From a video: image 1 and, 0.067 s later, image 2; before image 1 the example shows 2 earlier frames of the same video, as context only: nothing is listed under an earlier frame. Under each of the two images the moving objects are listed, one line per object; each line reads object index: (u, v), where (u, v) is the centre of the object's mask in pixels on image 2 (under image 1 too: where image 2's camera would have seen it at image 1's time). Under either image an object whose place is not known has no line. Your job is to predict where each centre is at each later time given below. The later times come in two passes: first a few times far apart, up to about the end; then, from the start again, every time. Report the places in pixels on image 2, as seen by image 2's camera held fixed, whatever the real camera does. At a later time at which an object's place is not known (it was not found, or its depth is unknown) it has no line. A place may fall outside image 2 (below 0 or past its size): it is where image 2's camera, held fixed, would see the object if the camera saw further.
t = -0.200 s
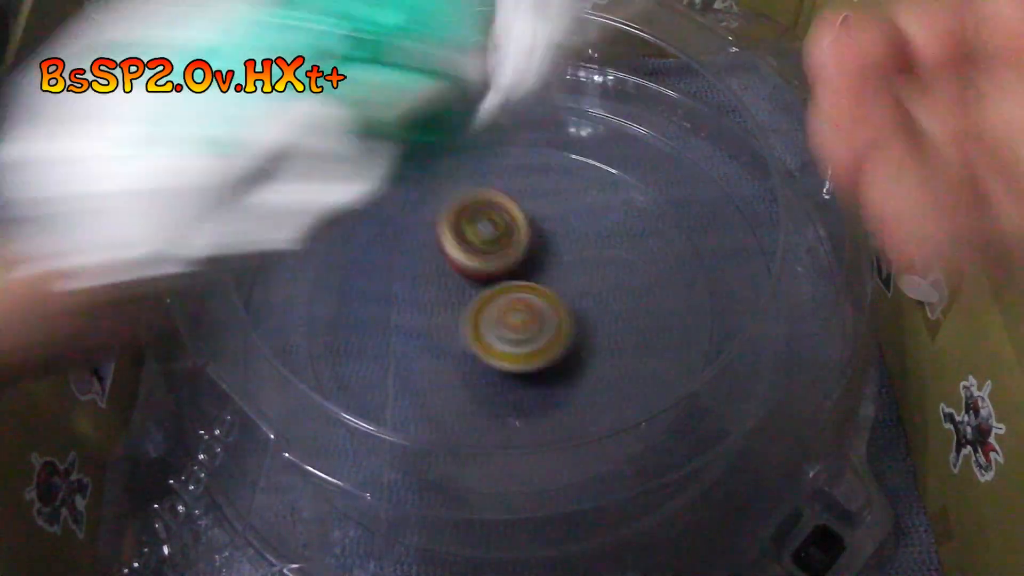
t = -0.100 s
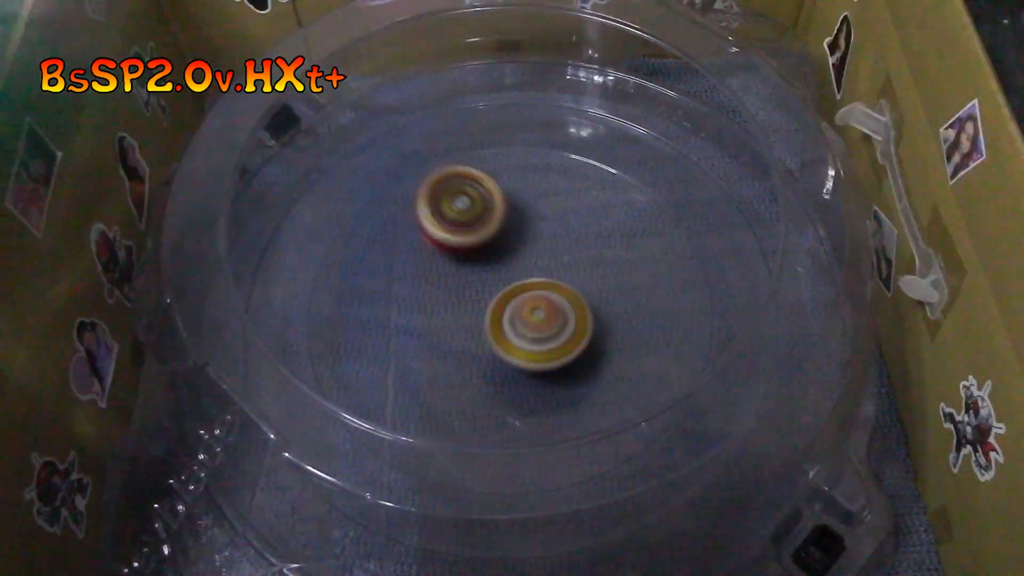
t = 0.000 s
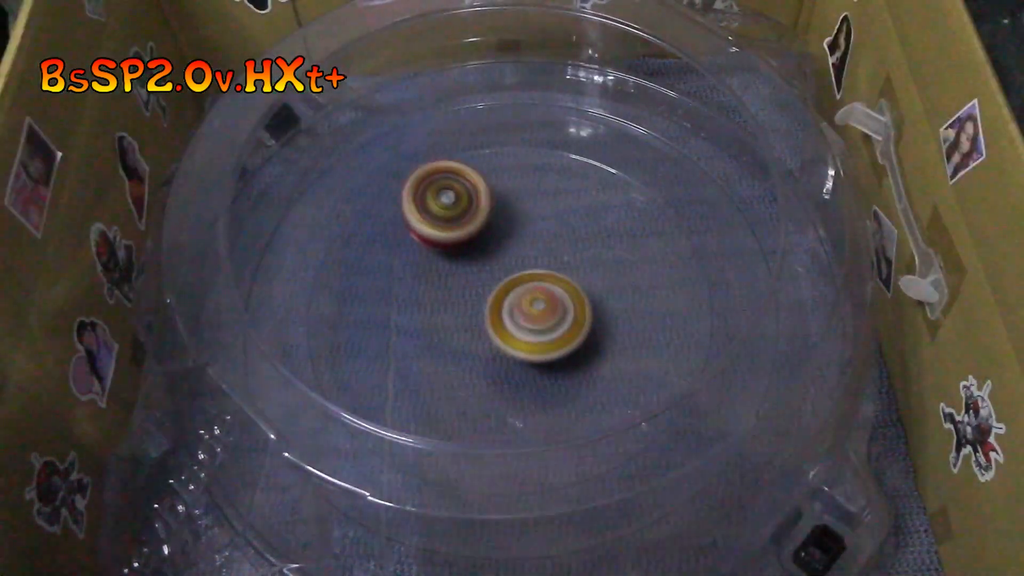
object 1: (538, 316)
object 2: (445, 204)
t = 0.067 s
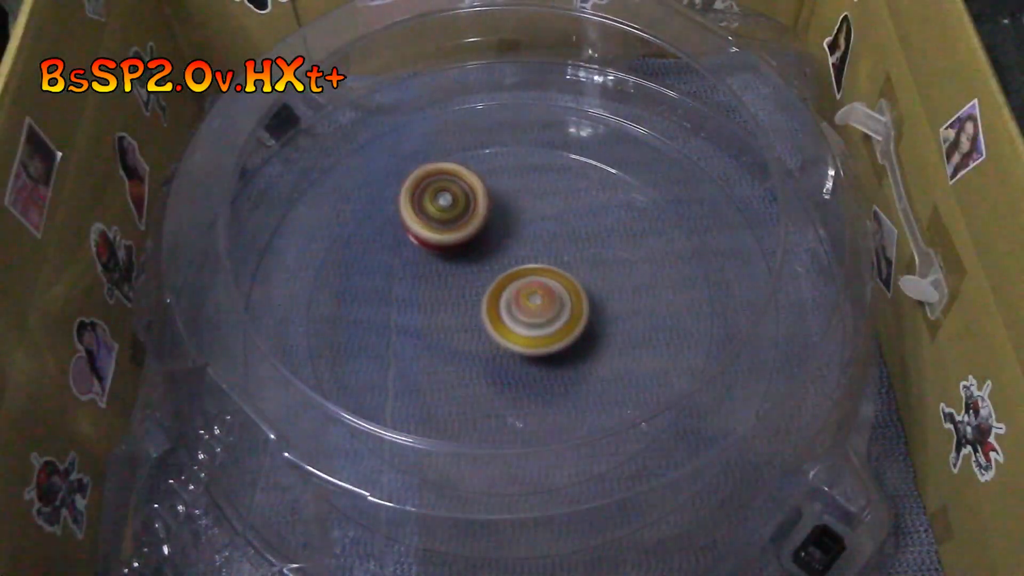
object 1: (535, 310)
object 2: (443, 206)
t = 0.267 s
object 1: (522, 314)
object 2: (454, 234)
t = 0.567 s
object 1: (493, 338)
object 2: (524, 218)
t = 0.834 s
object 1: (454, 296)
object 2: (629, 284)
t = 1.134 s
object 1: (559, 264)
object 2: (543, 368)
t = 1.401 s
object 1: (531, 333)
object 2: (434, 327)
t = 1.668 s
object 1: (513, 333)
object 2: (423, 284)
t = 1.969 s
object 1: (514, 332)
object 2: (439, 241)
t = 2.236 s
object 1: (538, 335)
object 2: (456, 286)
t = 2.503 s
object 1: (505, 358)
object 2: (515, 268)
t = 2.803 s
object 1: (459, 328)
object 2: (515, 265)
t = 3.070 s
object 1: (464, 303)
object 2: (548, 291)
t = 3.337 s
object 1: (463, 287)
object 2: (548, 304)
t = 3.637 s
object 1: (468, 284)
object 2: (540, 331)
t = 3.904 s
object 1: (469, 276)
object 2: (528, 336)
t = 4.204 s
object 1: (472, 274)
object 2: (528, 335)
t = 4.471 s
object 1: (472, 275)
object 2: (527, 336)
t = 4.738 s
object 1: (472, 275)
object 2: (527, 336)
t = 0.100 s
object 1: (525, 298)
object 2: (446, 225)
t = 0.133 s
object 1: (520, 307)
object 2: (444, 232)
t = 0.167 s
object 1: (521, 316)
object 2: (439, 234)
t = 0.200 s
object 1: (516, 310)
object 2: (446, 242)
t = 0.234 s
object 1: (522, 324)
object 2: (443, 227)
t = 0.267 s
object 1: (522, 314)
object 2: (454, 234)
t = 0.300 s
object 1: (532, 328)
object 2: (458, 225)
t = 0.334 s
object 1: (530, 317)
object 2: (470, 240)
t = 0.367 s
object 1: (531, 324)
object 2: (480, 244)
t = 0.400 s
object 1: (530, 328)
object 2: (488, 245)
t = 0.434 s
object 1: (536, 352)
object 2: (485, 207)
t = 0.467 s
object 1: (534, 340)
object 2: (492, 220)
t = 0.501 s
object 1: (527, 328)
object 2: (505, 239)
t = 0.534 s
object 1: (511, 337)
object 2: (515, 228)
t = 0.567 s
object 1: (493, 338)
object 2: (524, 218)
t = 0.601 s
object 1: (494, 324)
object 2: (526, 236)
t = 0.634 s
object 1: (481, 317)
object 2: (543, 243)
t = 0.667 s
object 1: (468, 315)
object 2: (591, 230)
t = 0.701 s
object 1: (486, 307)
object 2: (589, 233)
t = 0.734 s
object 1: (503, 298)
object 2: (587, 241)
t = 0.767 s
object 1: (489, 290)
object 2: (612, 242)
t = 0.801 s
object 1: (494, 291)
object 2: (611, 256)
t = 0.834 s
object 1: (454, 296)
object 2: (629, 284)
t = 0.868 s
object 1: (457, 331)
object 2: (631, 307)
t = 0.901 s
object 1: (495, 347)
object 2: (614, 320)
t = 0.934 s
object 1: (482, 336)
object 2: (606, 328)
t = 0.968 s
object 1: (478, 324)
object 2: (588, 331)
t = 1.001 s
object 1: (470, 314)
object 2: (580, 331)
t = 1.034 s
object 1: (473, 304)
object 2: (566, 324)
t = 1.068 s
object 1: (489, 271)
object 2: (579, 341)
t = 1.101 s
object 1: (520, 265)
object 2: (574, 338)
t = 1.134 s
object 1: (559, 264)
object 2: (543, 368)
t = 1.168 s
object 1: (589, 278)
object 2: (524, 358)
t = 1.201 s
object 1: (600, 279)
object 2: (494, 360)
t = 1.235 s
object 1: (583, 300)
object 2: (467, 334)
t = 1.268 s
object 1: (548, 327)
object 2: (444, 324)
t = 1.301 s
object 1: (546, 329)
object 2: (437, 324)
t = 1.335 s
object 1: (540, 331)
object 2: (435, 325)
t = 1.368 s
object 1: (535, 333)
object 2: (434, 327)
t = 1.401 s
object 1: (531, 333)
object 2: (434, 327)
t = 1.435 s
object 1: (531, 333)
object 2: (434, 328)
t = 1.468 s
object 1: (531, 332)
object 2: (434, 326)
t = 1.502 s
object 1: (528, 334)
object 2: (431, 320)
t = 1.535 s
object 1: (526, 335)
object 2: (430, 314)
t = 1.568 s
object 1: (526, 337)
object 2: (423, 303)
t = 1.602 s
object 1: (521, 337)
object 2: (420, 295)
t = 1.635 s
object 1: (516, 336)
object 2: (420, 289)
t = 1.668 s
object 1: (513, 333)
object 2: (423, 284)
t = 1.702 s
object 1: (506, 330)
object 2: (427, 280)
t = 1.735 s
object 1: (505, 330)
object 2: (428, 274)
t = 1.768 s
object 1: (505, 328)
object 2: (430, 268)
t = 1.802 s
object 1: (502, 326)
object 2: (433, 264)
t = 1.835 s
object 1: (504, 324)
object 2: (436, 261)
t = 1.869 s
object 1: (504, 323)
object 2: (438, 258)
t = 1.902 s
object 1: (505, 320)
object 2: (440, 256)
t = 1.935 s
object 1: (508, 321)
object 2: (442, 255)
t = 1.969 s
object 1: (514, 332)
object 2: (439, 241)
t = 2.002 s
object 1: (521, 338)
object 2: (435, 231)
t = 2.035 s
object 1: (526, 339)
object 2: (433, 227)
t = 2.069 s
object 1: (532, 338)
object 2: (432, 227)
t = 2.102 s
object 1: (537, 338)
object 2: (432, 231)
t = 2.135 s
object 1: (539, 338)
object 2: (434, 239)
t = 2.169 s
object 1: (539, 337)
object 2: (438, 253)
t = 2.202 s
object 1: (539, 336)
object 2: (446, 268)
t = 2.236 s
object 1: (538, 335)
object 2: (456, 286)
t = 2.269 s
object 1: (542, 337)
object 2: (463, 297)
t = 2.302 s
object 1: (547, 342)
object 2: (469, 302)
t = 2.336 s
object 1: (545, 347)
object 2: (478, 298)
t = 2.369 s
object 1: (539, 353)
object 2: (486, 294)
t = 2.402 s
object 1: (529, 357)
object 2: (494, 288)
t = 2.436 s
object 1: (521, 358)
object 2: (501, 283)
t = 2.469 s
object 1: (514, 358)
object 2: (508, 275)
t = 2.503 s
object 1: (505, 358)
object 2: (515, 268)
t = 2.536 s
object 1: (497, 357)
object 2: (519, 261)
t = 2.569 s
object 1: (487, 354)
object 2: (520, 255)
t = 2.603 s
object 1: (479, 350)
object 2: (520, 252)
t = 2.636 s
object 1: (474, 347)
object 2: (520, 251)
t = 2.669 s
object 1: (470, 343)
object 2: (519, 251)
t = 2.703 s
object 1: (466, 339)
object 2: (516, 252)
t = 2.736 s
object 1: (463, 335)
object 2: (513, 254)
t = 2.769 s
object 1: (460, 332)
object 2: (514, 259)
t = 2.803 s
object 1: (459, 328)
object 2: (515, 265)
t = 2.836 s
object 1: (456, 325)
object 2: (516, 271)
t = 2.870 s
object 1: (455, 324)
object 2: (520, 273)
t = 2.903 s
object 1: (455, 322)
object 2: (524, 277)
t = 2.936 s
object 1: (457, 320)
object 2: (529, 279)
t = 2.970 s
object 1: (460, 317)
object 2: (534, 282)
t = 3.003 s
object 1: (461, 312)
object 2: (540, 285)
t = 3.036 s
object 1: (463, 308)
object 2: (546, 288)
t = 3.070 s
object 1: (464, 303)
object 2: (548, 291)
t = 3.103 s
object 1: (464, 298)
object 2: (549, 293)
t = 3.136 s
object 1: (465, 293)
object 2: (552, 294)
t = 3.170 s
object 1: (464, 288)
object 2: (553, 295)
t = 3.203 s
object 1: (464, 286)
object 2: (553, 296)
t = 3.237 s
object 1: (464, 285)
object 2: (552, 296)
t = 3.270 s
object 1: (464, 285)
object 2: (552, 298)
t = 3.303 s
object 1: (463, 286)
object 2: (550, 300)
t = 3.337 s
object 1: (463, 287)
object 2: (548, 304)
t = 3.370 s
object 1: (462, 288)
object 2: (547, 306)
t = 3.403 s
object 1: (460, 288)
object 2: (547, 310)
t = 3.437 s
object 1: (460, 288)
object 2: (546, 314)
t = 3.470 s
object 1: (461, 289)
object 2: (544, 317)
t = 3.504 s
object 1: (463, 289)
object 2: (543, 319)
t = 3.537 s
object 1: (465, 289)
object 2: (544, 323)
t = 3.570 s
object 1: (466, 287)
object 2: (545, 327)
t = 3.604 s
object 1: (467, 285)
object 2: (544, 329)
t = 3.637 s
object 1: (468, 284)
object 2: (540, 331)
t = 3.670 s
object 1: (469, 284)
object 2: (540, 331)
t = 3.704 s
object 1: (469, 284)
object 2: (539, 331)
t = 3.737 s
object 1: (468, 285)
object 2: (539, 331)
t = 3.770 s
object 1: (468, 285)
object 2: (538, 330)
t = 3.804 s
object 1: (467, 283)
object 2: (537, 331)
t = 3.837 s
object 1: (466, 281)
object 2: (534, 332)
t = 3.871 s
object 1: (468, 279)
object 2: (531, 334)
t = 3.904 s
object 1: (469, 276)
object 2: (528, 336)
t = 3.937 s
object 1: (471, 275)
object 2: (527, 337)
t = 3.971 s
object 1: (471, 274)
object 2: (526, 338)
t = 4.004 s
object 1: (472, 274)
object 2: (525, 338)
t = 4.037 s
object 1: (472, 274)
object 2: (525, 337)
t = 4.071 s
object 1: (472, 274)
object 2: (526, 336)
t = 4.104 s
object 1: (472, 274)
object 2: (527, 336)
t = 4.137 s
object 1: (472, 273)
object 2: (527, 335)
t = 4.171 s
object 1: (472, 274)
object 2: (528, 335)
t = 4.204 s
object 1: (472, 274)
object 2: (528, 335)
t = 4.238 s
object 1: (472, 274)
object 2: (527, 336)
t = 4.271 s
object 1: (472, 275)
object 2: (527, 336)
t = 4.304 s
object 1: (472, 275)
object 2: (527, 336)
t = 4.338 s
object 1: (472, 275)
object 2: (527, 336)
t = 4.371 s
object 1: (472, 275)
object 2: (527, 336)
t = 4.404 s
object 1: (472, 275)
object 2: (527, 336)
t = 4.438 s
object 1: (472, 275)
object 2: (527, 336)
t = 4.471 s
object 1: (472, 275)
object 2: (527, 336)
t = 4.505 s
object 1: (472, 275)
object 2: (527, 336)
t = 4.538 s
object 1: (472, 275)
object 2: (527, 336)
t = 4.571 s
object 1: (472, 275)
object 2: (527, 336)
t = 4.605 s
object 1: (472, 275)
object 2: (527, 336)
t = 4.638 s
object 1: (472, 275)
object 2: (527, 336)
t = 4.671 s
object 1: (472, 275)
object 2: (527, 336)
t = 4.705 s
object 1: (472, 275)
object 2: (527, 336)
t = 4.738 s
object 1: (472, 275)
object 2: (527, 336)
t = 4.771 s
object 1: (472, 275)
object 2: (527, 336)
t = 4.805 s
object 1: (472, 275)
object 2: (527, 336)
